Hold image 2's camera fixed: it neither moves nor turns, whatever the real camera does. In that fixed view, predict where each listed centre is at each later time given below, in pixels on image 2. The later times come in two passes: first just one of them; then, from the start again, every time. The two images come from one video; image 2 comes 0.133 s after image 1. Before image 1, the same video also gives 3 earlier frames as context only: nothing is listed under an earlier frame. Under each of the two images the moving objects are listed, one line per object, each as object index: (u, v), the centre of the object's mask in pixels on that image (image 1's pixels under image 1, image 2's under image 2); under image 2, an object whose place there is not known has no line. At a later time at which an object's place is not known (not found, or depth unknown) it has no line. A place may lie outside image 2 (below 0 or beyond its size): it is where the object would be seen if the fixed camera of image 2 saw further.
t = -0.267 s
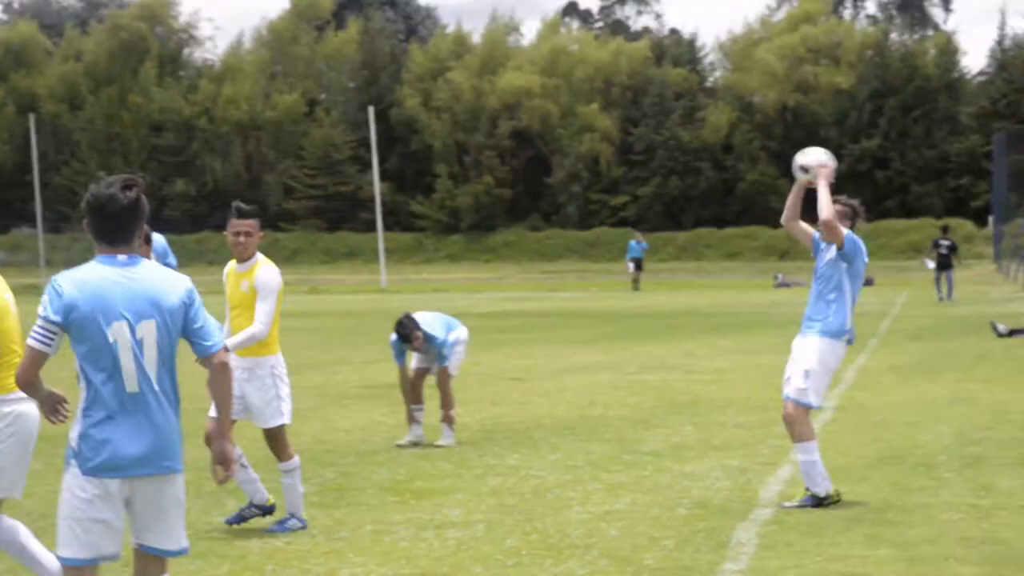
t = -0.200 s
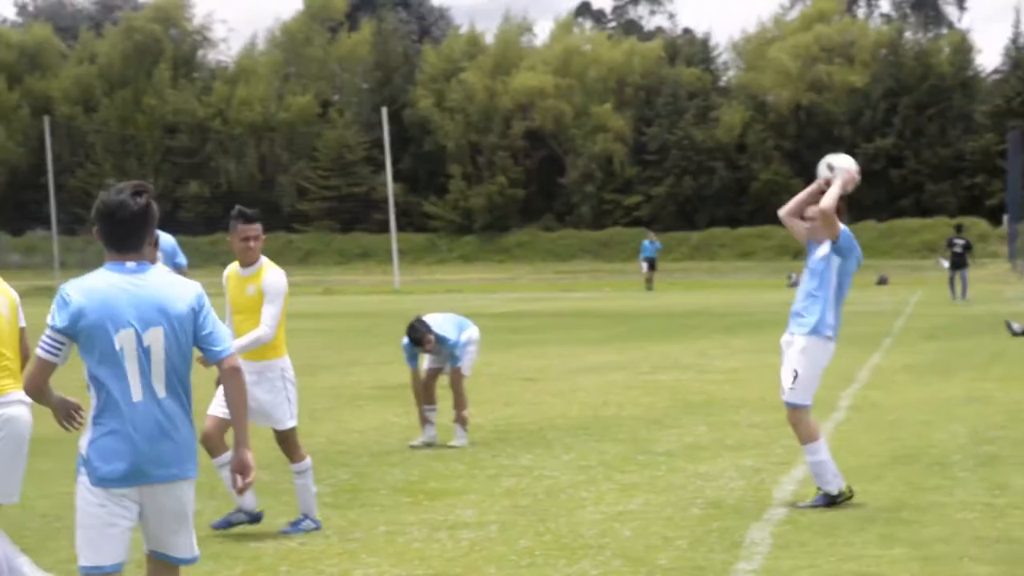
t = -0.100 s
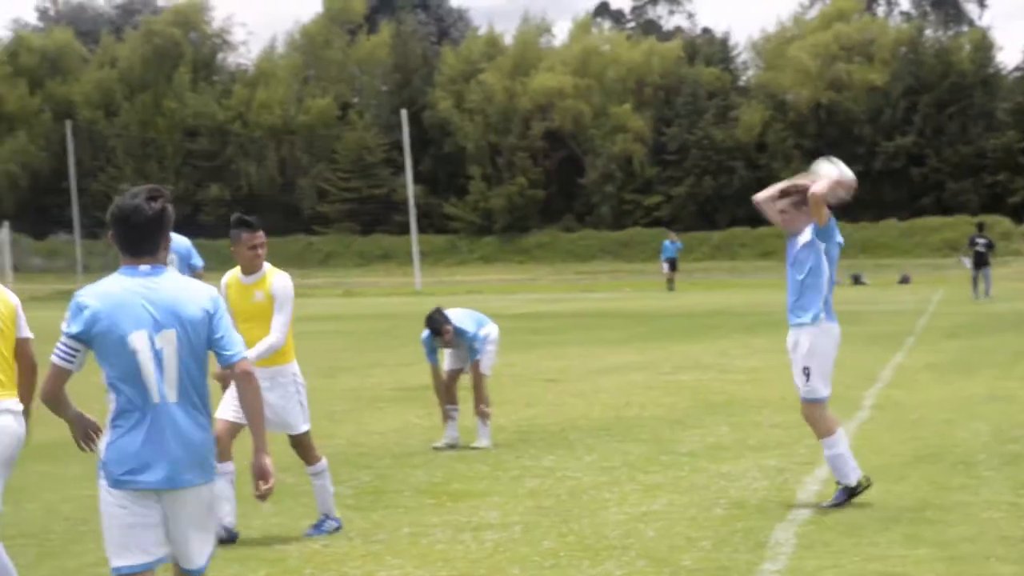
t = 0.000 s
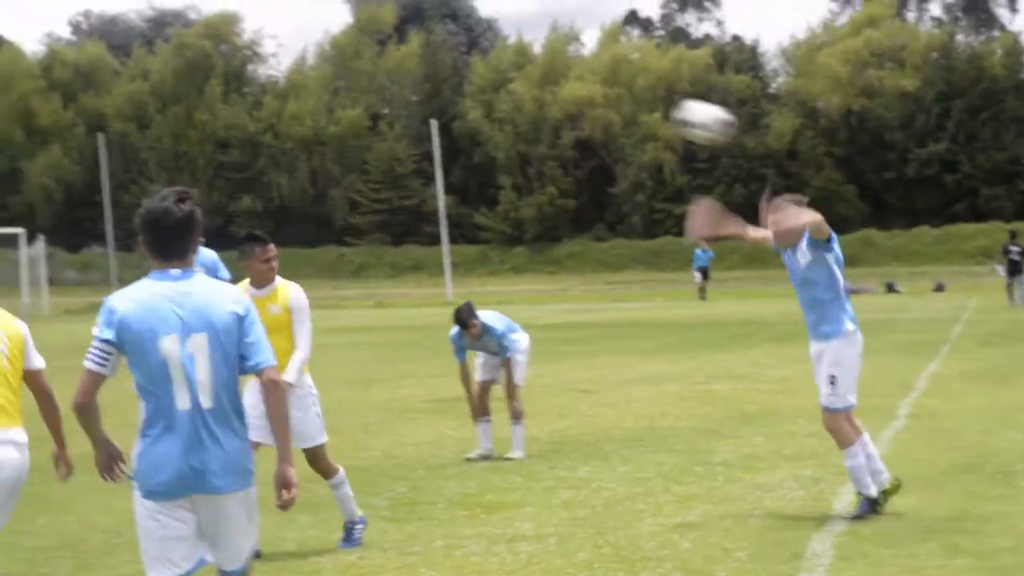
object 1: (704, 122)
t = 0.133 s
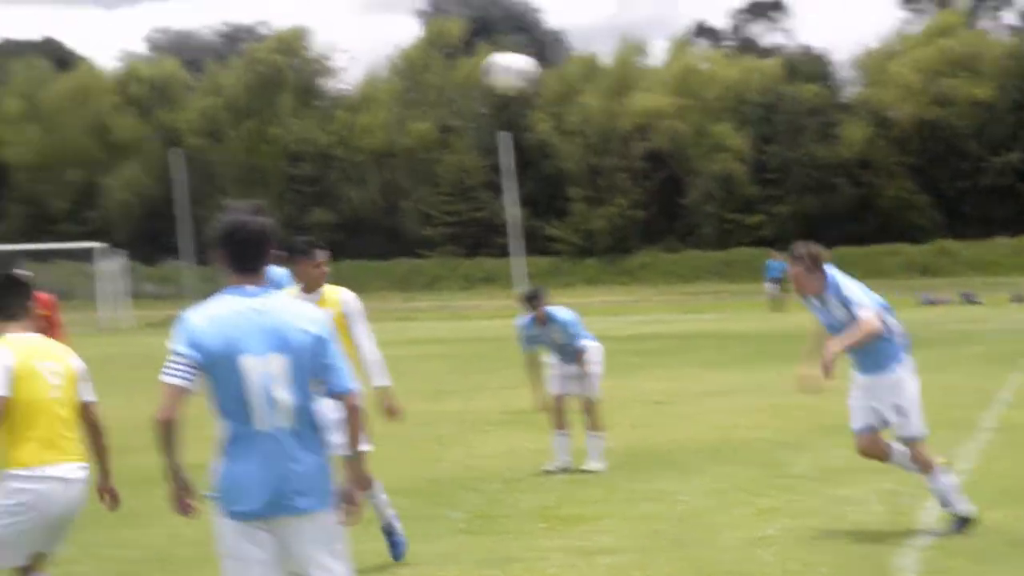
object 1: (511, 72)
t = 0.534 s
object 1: (-456, 73)
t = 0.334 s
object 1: (81, 41)
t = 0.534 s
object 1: (-456, 73)
